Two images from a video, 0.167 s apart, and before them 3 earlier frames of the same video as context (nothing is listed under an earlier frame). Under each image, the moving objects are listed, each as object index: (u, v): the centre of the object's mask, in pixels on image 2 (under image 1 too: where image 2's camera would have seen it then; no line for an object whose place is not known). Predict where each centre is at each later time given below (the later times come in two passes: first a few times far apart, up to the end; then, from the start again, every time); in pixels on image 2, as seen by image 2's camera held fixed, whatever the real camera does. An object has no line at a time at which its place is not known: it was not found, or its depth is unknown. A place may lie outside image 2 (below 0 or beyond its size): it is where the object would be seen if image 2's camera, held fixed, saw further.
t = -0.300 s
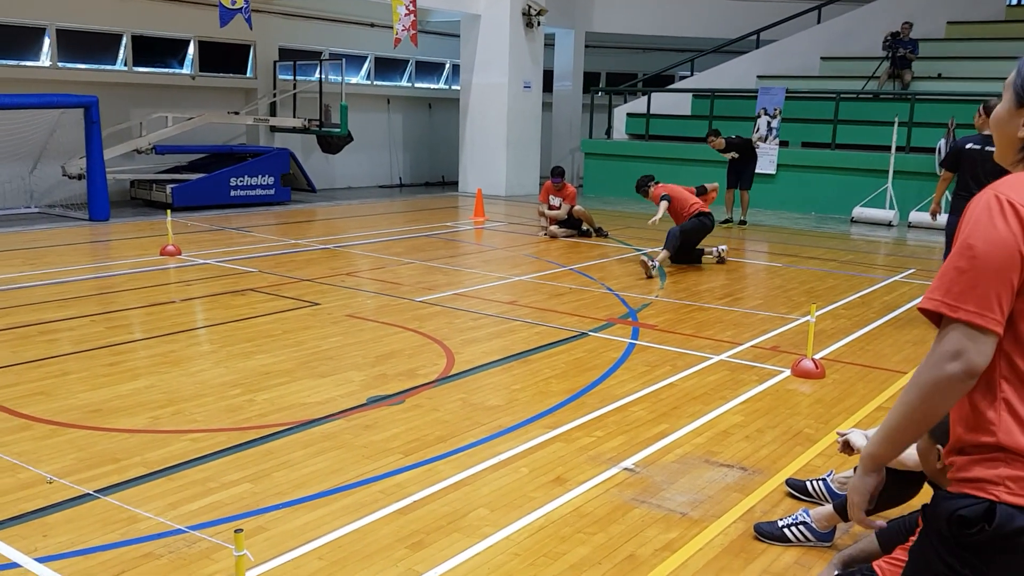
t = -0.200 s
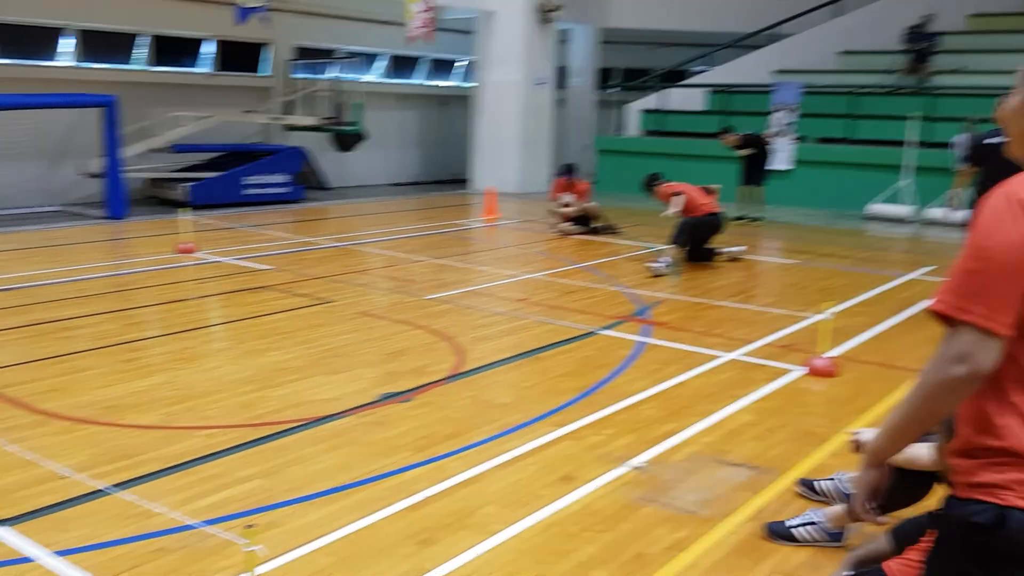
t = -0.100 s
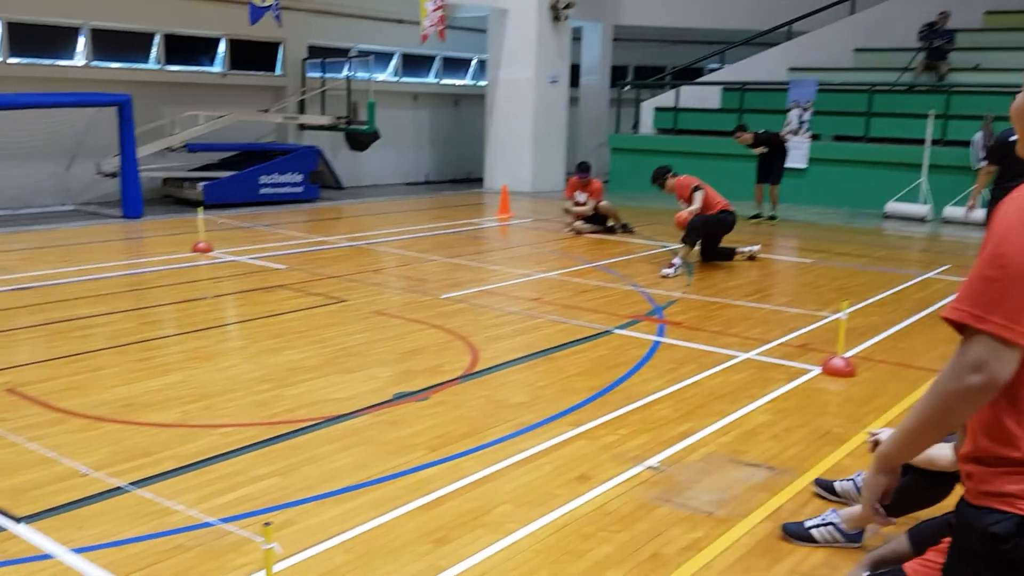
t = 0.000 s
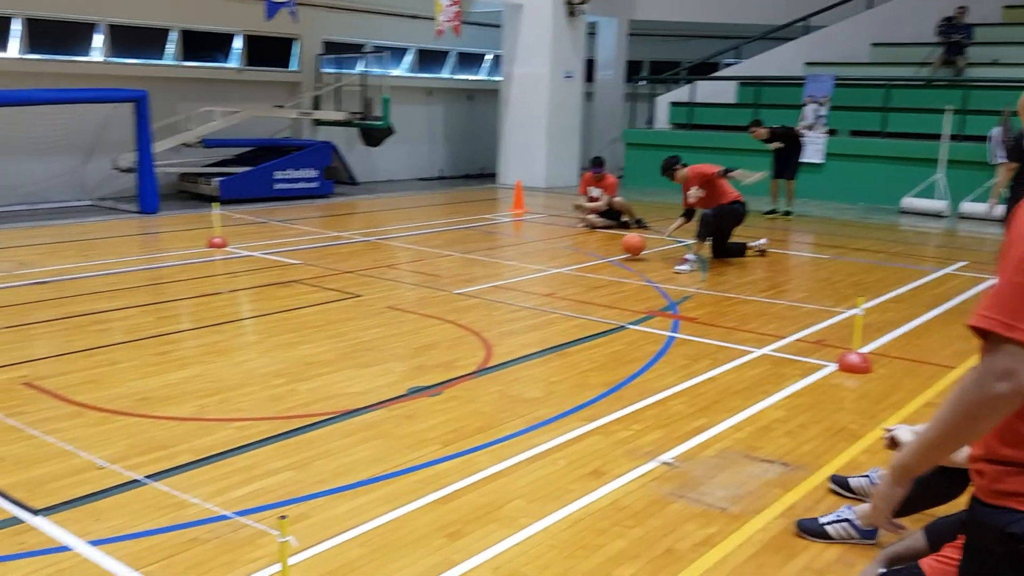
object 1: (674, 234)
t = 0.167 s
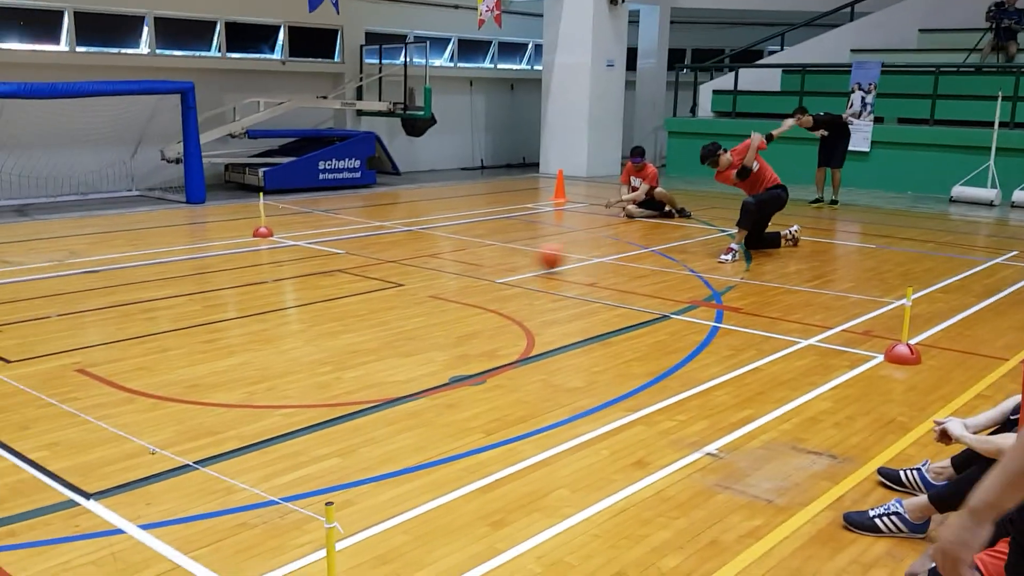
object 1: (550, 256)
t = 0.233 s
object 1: (494, 270)
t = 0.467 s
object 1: (276, 303)
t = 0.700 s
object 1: (-37, 344)
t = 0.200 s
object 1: (522, 262)
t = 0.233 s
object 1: (494, 270)
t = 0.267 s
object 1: (466, 274)
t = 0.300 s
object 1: (436, 278)
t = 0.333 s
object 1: (408, 283)
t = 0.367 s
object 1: (377, 287)
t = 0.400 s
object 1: (344, 292)
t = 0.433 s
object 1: (312, 298)
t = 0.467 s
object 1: (276, 303)
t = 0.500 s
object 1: (241, 307)
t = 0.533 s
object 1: (202, 312)
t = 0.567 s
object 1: (161, 321)
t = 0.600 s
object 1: (118, 326)
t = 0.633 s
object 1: (68, 334)
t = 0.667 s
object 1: (18, 340)
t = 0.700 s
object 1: (-37, 344)
